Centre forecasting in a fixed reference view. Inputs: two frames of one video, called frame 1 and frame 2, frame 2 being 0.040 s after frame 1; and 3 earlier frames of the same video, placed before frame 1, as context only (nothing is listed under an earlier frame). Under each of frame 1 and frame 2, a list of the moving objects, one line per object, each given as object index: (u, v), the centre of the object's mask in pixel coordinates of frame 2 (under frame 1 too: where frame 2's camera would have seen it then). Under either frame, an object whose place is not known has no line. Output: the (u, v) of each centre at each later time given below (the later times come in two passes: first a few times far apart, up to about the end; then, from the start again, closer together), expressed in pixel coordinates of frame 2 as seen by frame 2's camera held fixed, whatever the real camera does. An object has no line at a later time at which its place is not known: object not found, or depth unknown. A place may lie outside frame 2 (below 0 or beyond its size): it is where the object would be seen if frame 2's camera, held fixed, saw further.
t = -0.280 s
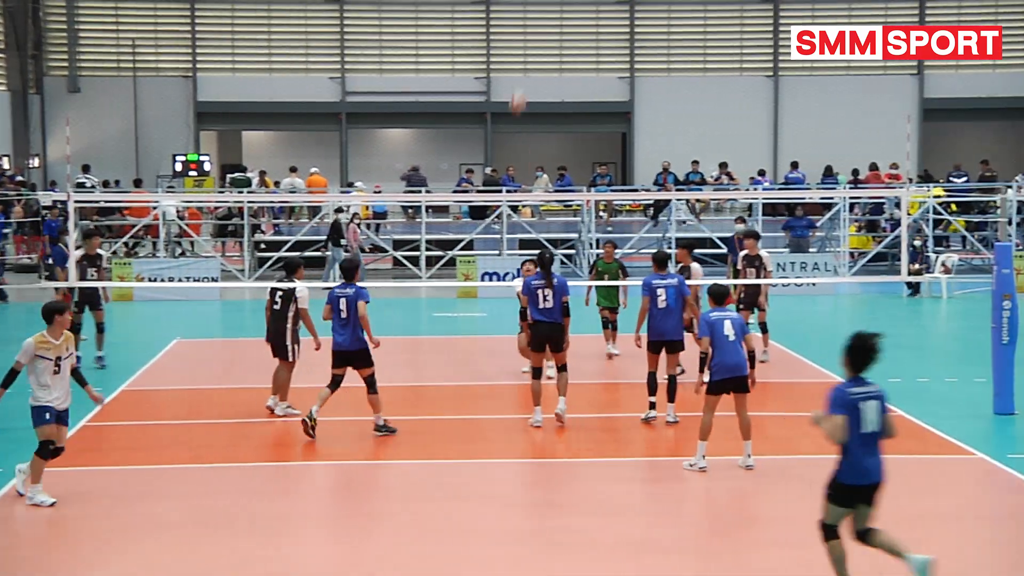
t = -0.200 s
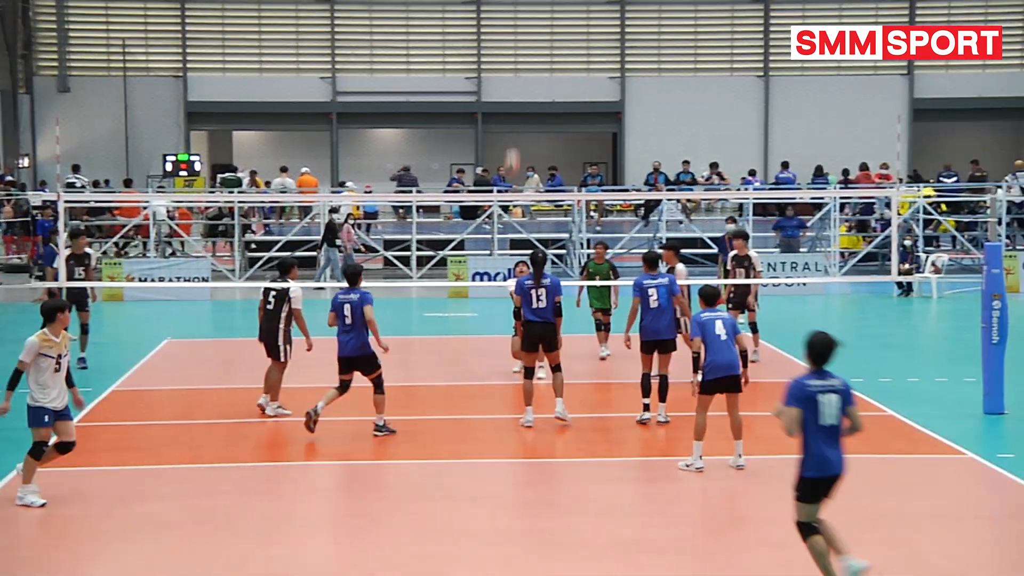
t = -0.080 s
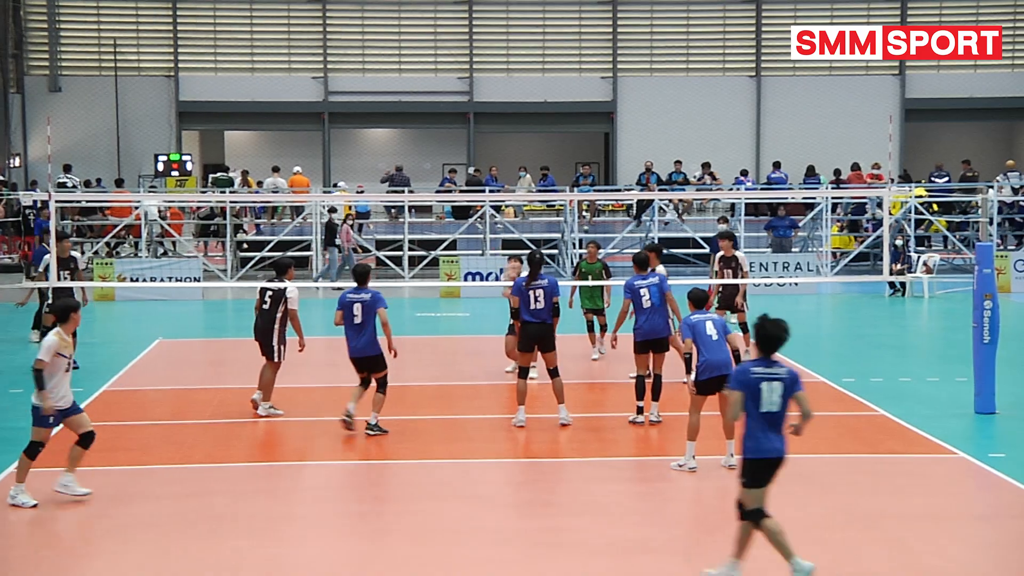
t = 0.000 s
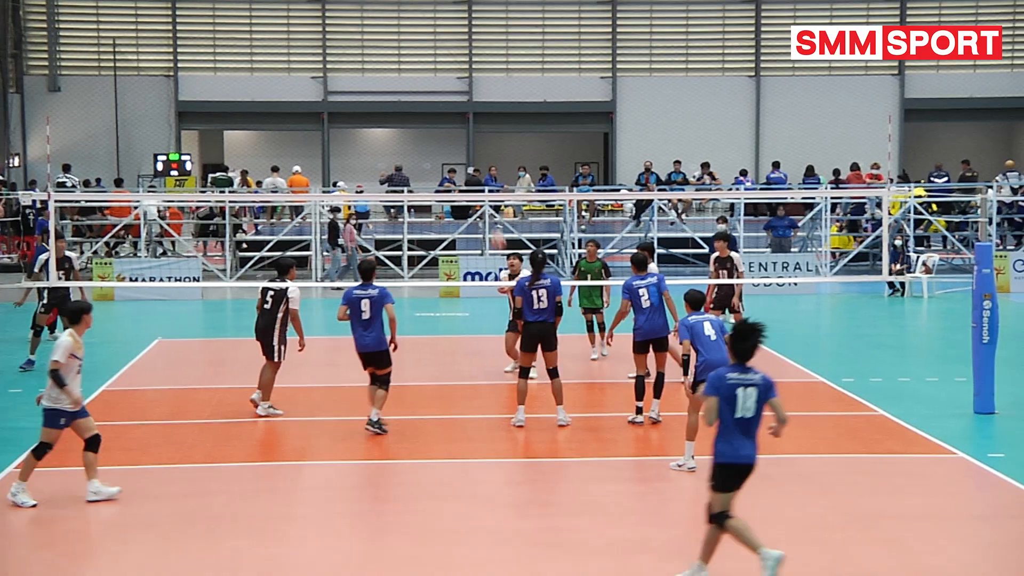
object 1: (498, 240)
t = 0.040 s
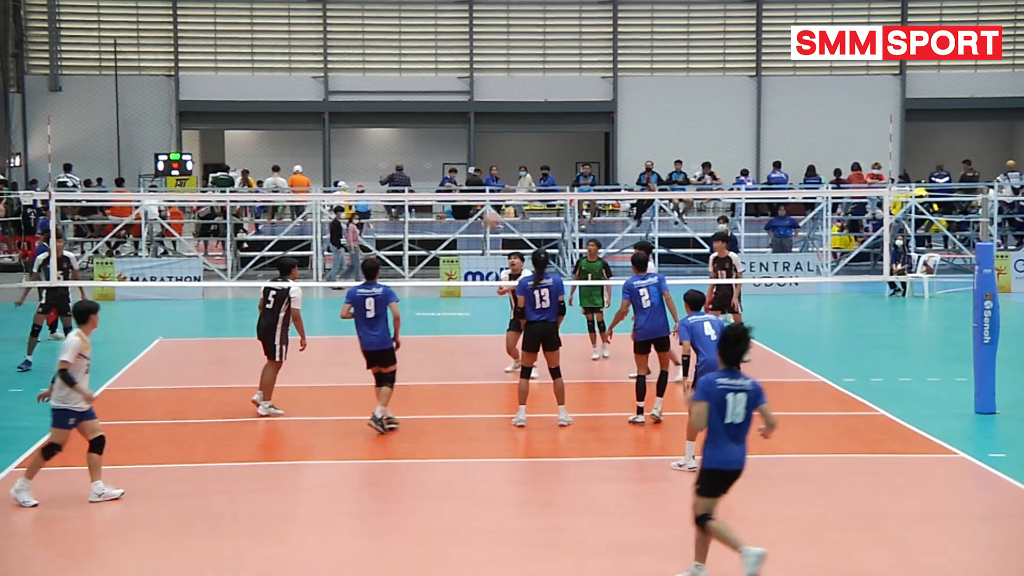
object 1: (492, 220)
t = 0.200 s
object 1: (464, 149)
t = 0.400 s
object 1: (426, 86)
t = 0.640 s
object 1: (384, 61)
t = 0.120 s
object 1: (478, 180)
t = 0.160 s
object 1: (472, 165)
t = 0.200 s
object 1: (464, 149)
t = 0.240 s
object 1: (457, 134)
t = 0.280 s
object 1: (450, 121)
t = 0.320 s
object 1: (444, 110)
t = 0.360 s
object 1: (437, 100)
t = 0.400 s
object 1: (426, 86)
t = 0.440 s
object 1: (418, 78)
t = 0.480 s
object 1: (412, 71)
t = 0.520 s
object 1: (405, 67)
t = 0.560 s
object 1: (398, 63)
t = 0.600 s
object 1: (391, 61)
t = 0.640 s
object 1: (384, 61)
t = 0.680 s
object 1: (376, 61)
